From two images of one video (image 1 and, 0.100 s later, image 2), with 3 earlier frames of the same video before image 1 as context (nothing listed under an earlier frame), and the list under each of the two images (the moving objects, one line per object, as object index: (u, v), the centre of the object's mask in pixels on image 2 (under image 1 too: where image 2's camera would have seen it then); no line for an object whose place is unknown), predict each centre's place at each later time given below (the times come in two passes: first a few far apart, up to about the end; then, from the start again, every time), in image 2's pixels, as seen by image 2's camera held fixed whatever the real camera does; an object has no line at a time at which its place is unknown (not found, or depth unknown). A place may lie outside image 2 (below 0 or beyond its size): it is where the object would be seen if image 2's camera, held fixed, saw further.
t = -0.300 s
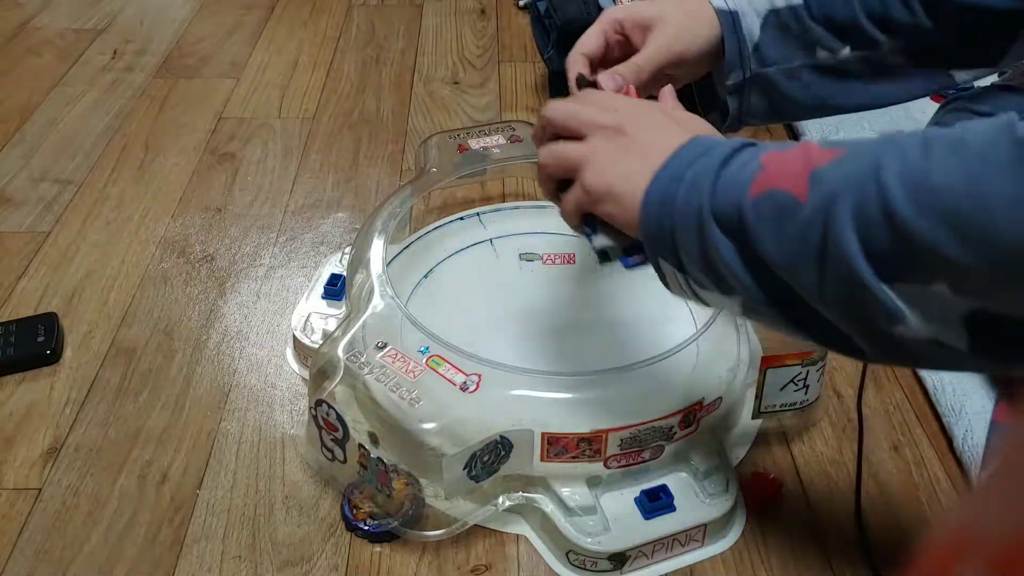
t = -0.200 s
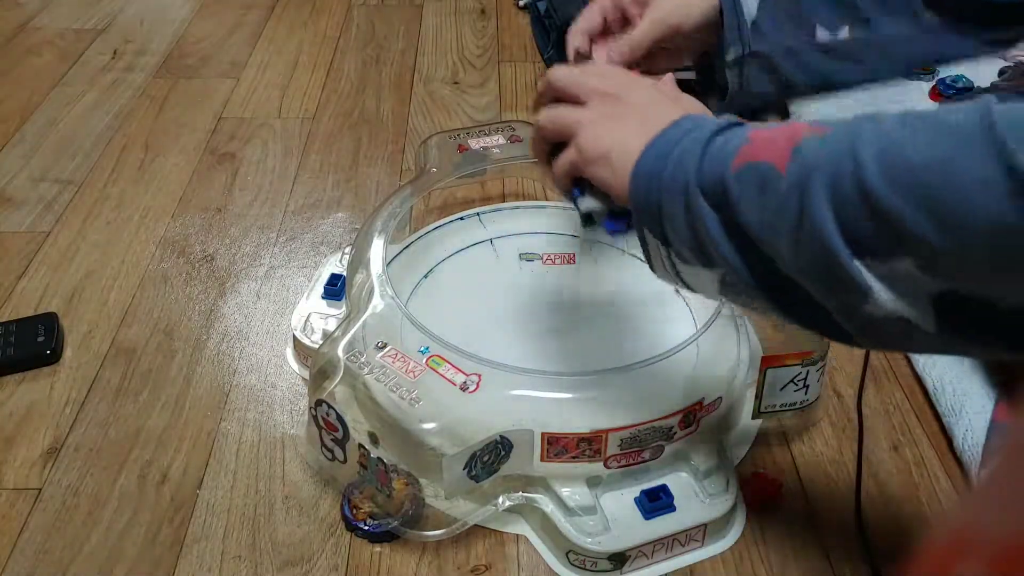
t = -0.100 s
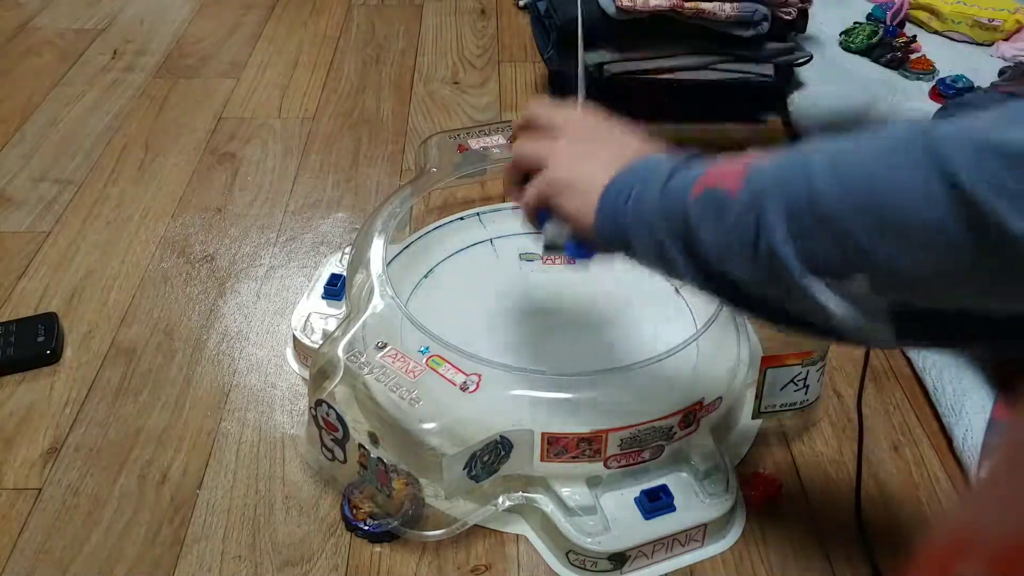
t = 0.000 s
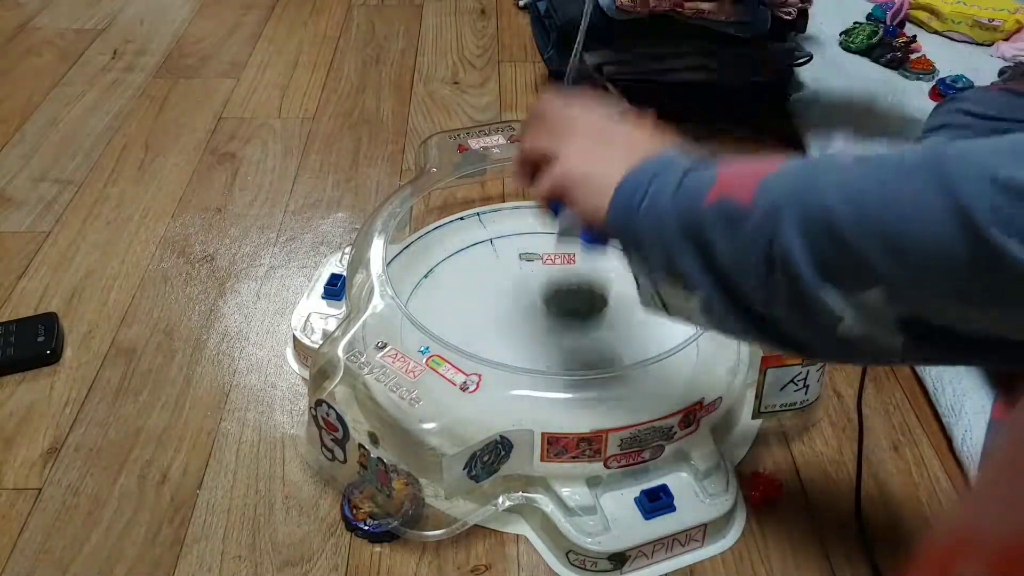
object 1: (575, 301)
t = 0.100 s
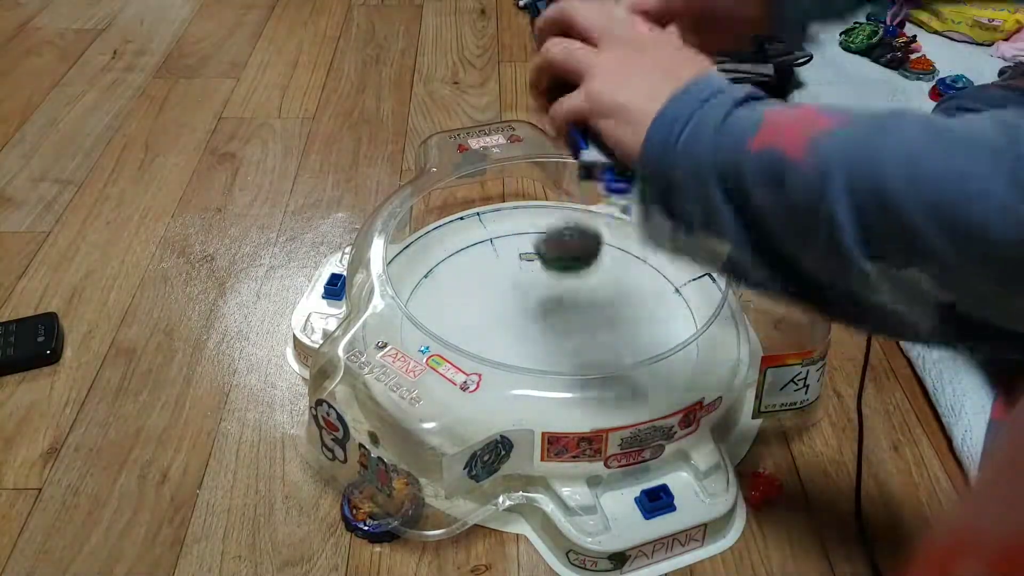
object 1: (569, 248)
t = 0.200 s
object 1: (554, 238)
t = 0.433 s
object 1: (534, 280)
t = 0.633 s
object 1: (551, 289)
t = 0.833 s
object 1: (571, 307)
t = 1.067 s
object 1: (543, 327)
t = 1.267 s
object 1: (494, 320)
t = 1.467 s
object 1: (477, 289)
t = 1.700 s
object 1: (543, 296)
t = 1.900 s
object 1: (577, 348)
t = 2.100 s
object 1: (531, 372)
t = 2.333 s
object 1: (504, 338)
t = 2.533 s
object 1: (532, 323)
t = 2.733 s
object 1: (595, 345)
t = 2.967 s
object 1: (575, 383)
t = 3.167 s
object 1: (514, 348)
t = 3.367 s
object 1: (538, 297)
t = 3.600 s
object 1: (624, 291)
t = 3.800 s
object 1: (649, 337)
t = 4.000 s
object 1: (549, 385)
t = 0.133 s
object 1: (564, 234)
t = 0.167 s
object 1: (559, 232)
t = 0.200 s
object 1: (554, 238)
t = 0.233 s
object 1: (546, 260)
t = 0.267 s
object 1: (539, 289)
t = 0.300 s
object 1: (538, 281)
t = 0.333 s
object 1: (537, 272)
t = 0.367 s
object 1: (536, 271)
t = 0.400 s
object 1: (534, 275)
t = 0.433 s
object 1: (534, 280)
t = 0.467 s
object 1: (537, 276)
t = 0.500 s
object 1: (539, 277)
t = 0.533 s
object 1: (543, 284)
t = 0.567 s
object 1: (545, 284)
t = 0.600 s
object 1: (547, 288)
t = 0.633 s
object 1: (551, 289)
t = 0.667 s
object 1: (556, 292)
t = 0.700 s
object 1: (558, 294)
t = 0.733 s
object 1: (561, 296)
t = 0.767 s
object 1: (565, 300)
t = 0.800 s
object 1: (569, 303)
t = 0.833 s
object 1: (571, 307)
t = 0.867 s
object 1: (569, 311)
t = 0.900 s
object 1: (566, 315)
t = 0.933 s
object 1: (563, 319)
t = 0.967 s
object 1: (557, 322)
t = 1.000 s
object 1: (552, 323)
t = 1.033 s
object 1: (548, 326)
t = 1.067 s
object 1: (543, 327)
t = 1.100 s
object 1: (536, 330)
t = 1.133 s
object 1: (528, 331)
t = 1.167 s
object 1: (519, 329)
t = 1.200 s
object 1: (511, 327)
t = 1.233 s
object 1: (503, 324)
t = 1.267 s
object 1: (494, 320)
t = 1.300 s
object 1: (487, 316)
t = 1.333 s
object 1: (482, 311)
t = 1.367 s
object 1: (478, 306)
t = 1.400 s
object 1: (475, 300)
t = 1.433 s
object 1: (474, 294)
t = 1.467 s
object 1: (477, 289)
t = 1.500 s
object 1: (481, 285)
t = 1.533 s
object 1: (488, 284)
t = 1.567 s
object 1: (498, 284)
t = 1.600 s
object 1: (509, 284)
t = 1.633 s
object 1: (520, 287)
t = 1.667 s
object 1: (532, 290)
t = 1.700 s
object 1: (543, 296)
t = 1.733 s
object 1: (554, 303)
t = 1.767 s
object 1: (563, 312)
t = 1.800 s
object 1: (571, 322)
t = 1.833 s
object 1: (575, 333)
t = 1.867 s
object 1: (578, 341)
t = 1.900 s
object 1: (577, 348)
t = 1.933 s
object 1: (572, 359)
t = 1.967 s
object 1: (567, 367)
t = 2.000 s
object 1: (560, 371)
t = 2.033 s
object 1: (551, 372)
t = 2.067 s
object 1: (541, 375)
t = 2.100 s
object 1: (531, 372)
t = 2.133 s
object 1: (523, 370)
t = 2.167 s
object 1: (517, 366)
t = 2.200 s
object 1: (512, 363)
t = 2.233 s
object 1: (508, 357)
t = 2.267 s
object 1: (506, 352)
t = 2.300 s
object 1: (505, 345)
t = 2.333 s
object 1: (504, 338)
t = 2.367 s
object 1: (503, 335)
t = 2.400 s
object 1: (503, 332)
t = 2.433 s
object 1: (506, 329)
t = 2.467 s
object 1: (512, 326)
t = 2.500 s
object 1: (522, 324)
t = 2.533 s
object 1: (532, 323)
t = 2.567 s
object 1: (544, 325)
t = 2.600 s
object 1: (556, 327)
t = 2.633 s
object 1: (568, 331)
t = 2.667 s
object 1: (579, 337)
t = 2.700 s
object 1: (588, 341)
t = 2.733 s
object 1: (595, 345)
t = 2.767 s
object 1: (600, 350)
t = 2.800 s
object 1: (603, 364)
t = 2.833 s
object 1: (601, 372)
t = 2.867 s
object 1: (598, 378)
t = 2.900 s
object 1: (592, 382)
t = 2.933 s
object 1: (585, 384)
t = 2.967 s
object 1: (575, 383)
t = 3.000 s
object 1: (563, 381)
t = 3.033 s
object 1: (551, 378)
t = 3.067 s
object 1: (541, 374)
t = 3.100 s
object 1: (530, 368)
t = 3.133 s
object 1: (520, 359)
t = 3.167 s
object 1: (514, 348)
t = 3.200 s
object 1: (512, 338)
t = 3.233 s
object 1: (511, 330)
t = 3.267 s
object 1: (514, 321)
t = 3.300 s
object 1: (520, 312)
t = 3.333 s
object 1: (528, 304)
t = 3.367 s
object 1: (538, 297)
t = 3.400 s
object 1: (550, 291)
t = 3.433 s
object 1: (563, 287)
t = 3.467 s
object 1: (576, 285)
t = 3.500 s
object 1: (590, 284)
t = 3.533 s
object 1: (603, 284)
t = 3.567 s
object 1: (614, 286)
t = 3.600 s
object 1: (624, 291)
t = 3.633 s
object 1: (633, 297)
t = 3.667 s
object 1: (642, 304)
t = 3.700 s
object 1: (649, 313)
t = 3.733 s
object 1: (654, 323)
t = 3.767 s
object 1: (654, 330)
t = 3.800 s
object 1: (649, 337)
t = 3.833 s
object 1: (647, 357)
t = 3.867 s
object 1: (634, 369)
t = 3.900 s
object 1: (618, 379)
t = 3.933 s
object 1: (598, 384)
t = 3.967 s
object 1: (574, 386)
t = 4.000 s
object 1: (549, 385)
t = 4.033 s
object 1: (526, 379)
